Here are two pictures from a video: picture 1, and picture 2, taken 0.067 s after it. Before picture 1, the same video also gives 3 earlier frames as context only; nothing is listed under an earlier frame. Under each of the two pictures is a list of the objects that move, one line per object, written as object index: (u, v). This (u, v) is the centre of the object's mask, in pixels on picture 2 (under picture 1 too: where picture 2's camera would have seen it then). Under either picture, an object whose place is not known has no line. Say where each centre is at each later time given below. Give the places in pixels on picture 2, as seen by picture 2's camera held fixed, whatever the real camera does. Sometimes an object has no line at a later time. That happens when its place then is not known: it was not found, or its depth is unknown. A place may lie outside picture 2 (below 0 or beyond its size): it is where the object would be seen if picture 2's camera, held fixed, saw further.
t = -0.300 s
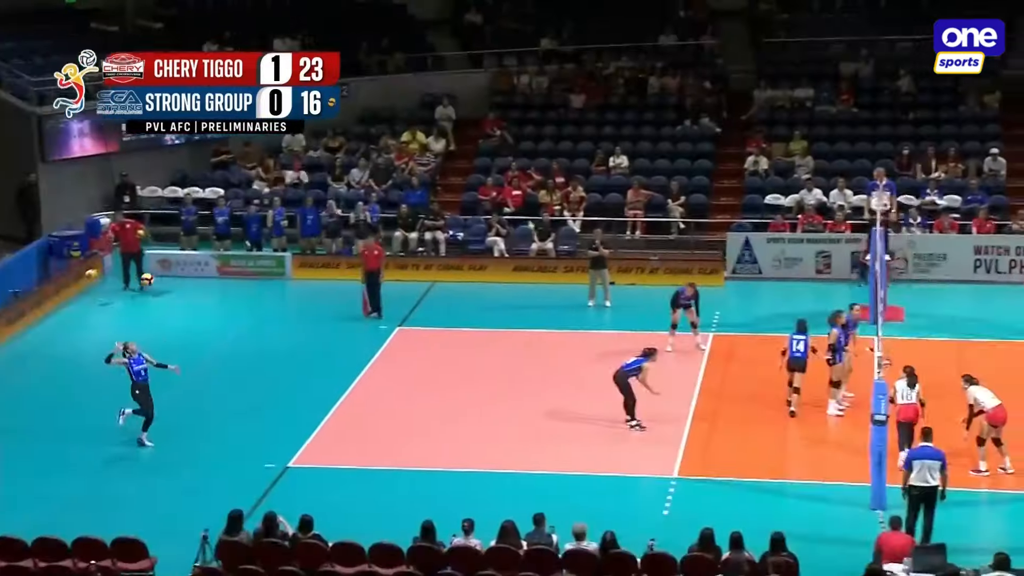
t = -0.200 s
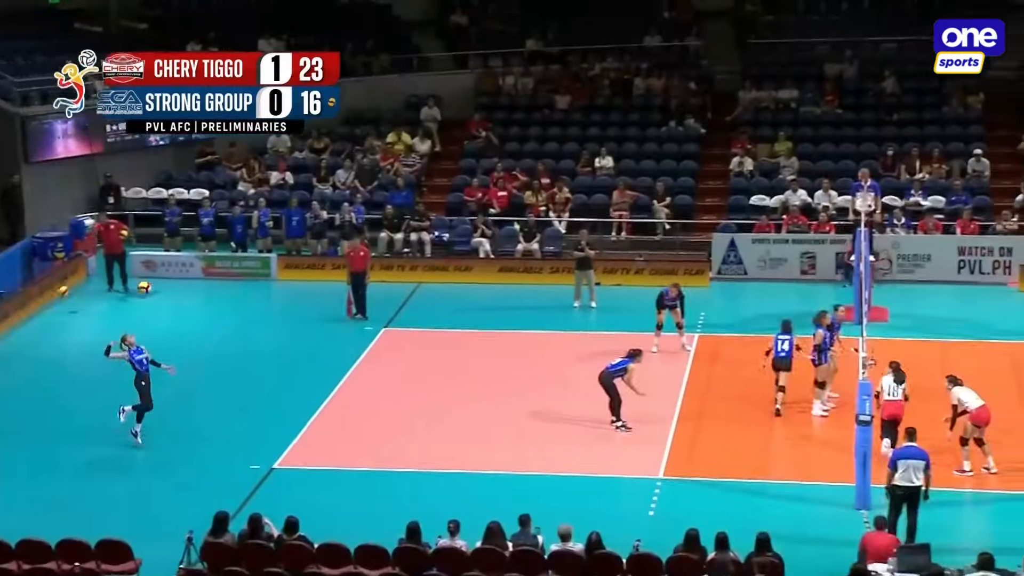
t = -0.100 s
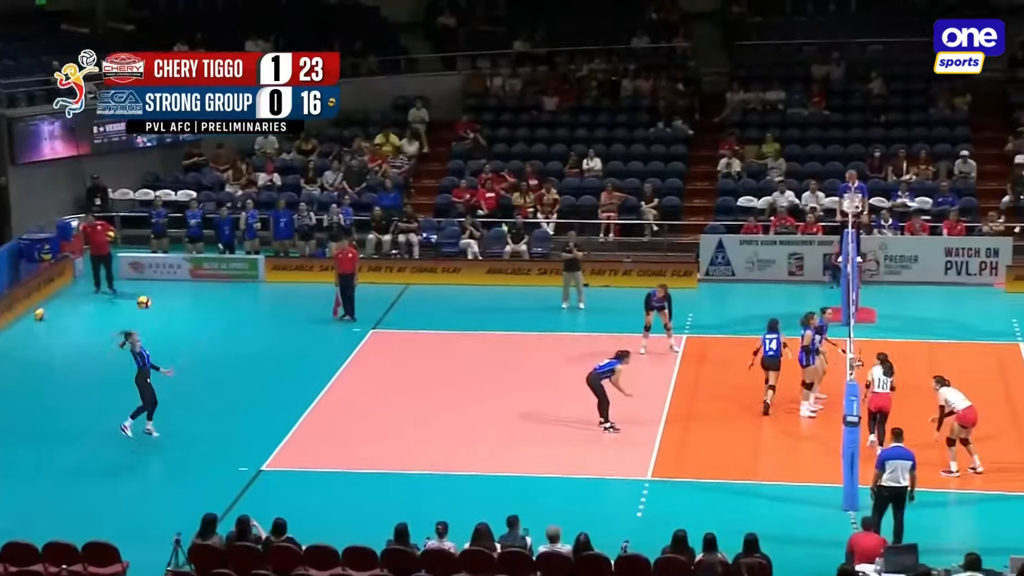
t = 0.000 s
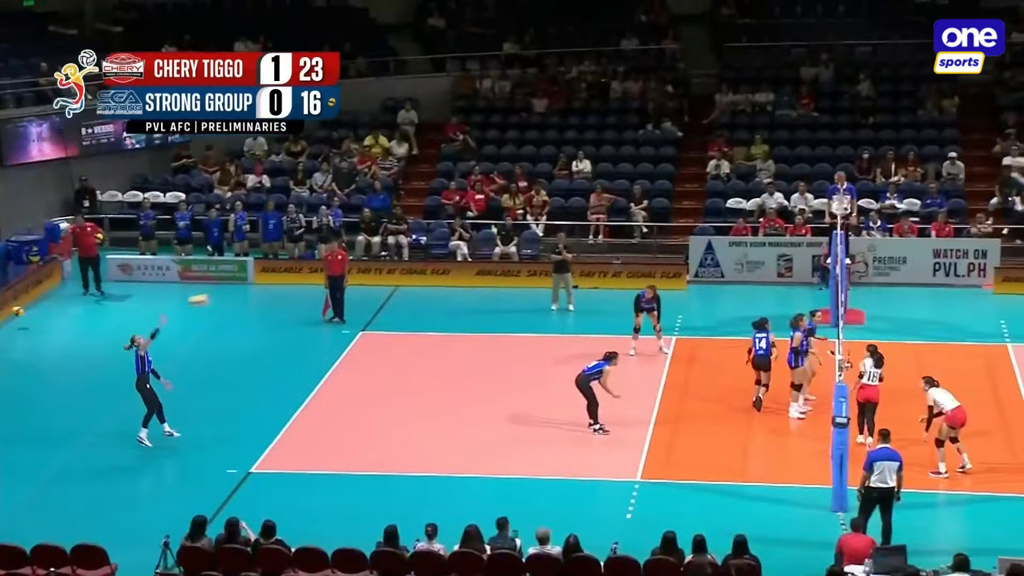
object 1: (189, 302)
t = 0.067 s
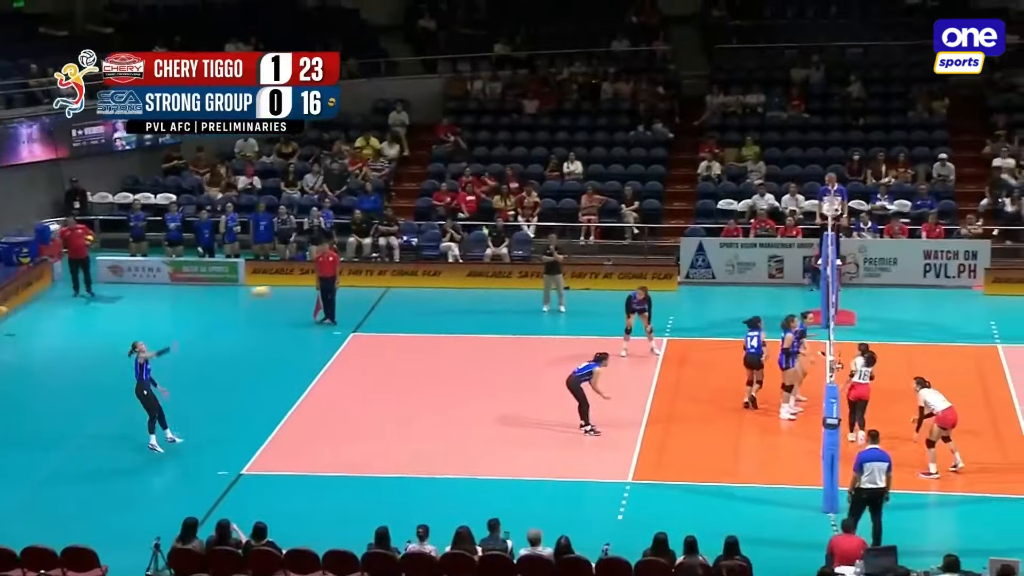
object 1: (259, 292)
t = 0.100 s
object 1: (294, 288)
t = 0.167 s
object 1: (363, 281)
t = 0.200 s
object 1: (396, 280)
